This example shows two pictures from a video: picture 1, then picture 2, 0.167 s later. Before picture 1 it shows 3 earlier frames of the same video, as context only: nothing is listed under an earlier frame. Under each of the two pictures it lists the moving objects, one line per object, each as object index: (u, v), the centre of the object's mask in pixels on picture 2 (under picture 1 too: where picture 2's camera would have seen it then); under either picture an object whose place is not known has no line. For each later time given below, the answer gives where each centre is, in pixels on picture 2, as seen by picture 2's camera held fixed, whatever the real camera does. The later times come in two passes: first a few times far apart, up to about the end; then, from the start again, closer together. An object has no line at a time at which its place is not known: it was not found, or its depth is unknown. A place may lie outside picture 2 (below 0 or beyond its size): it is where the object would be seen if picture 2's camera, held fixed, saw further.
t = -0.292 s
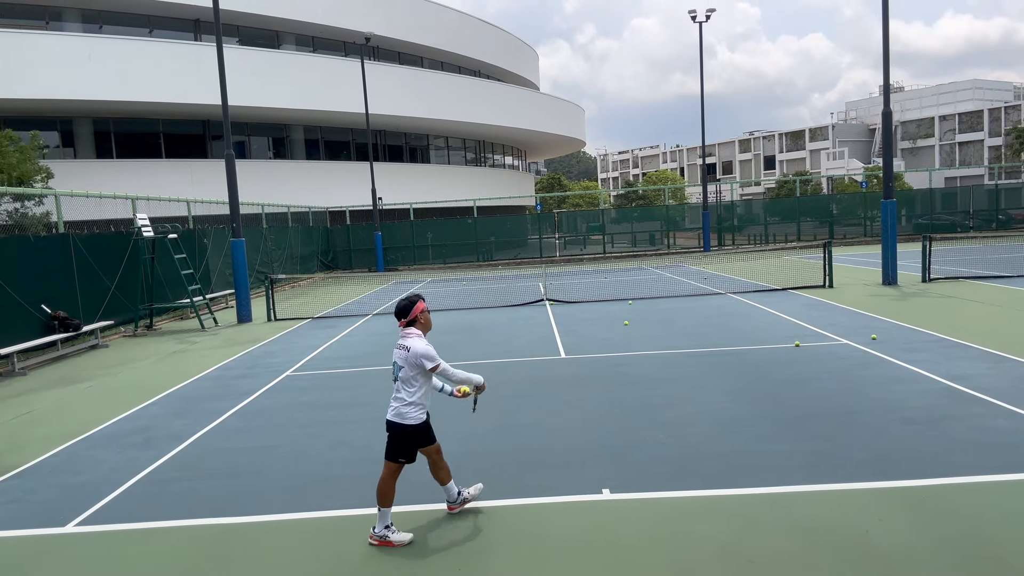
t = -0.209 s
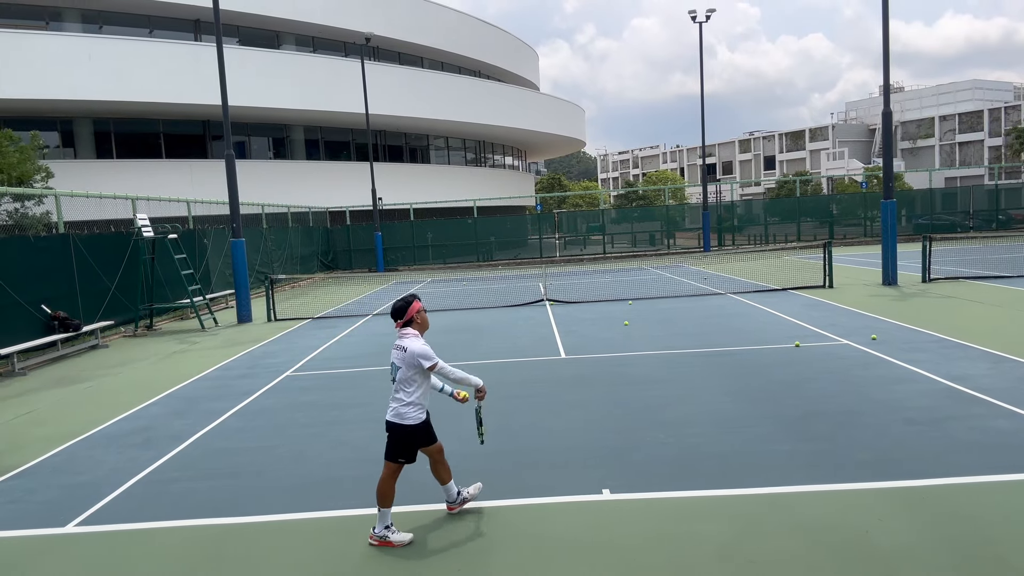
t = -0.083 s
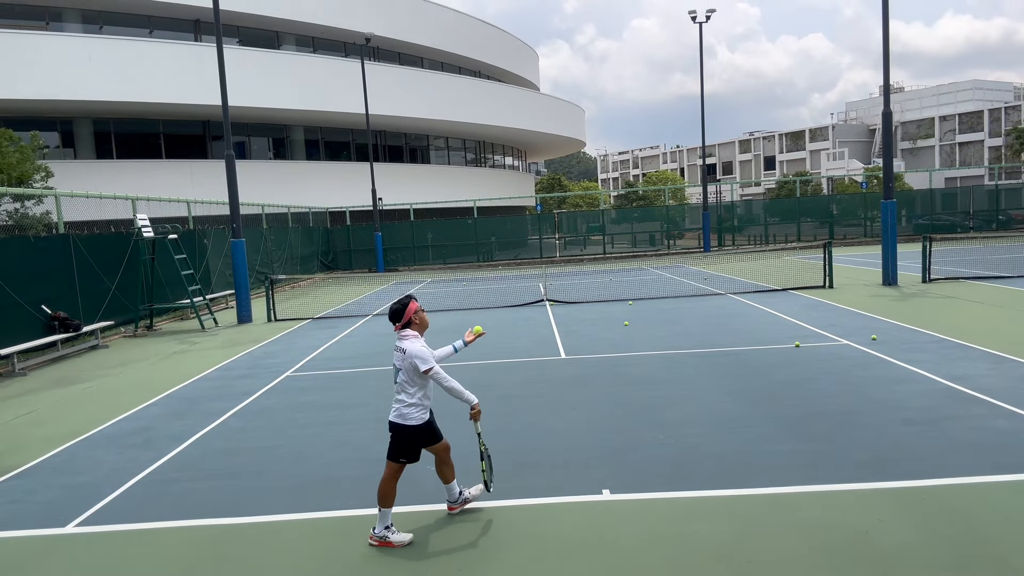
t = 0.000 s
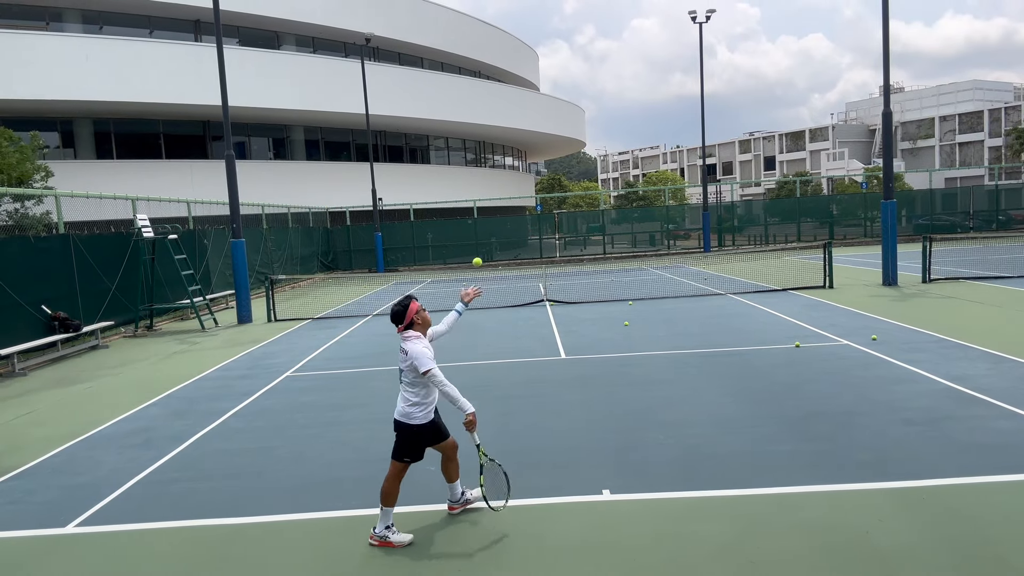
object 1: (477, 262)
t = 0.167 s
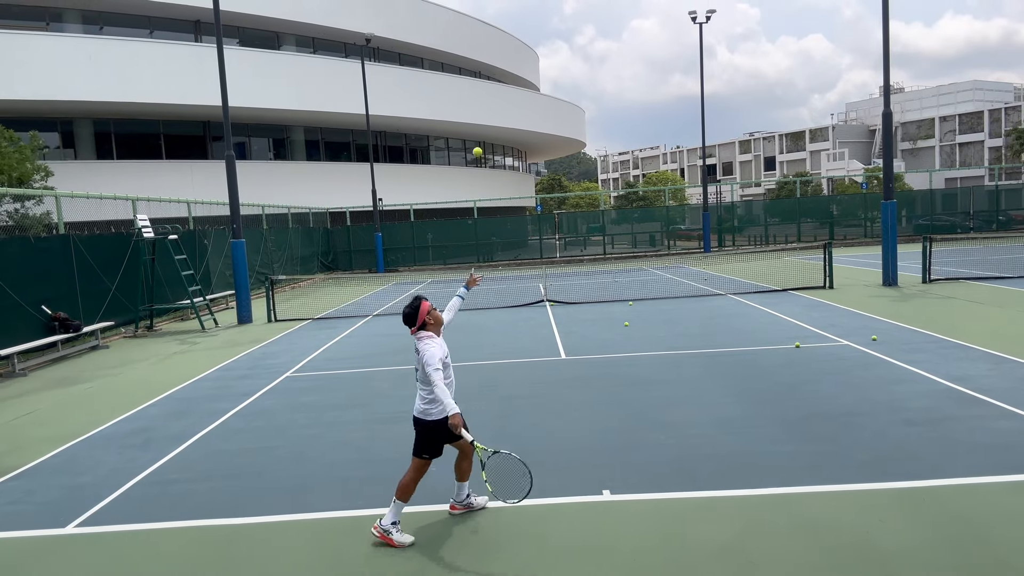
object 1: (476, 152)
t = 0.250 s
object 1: (478, 110)
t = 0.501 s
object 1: (485, 40)
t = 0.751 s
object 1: (497, 56)
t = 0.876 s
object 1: (504, 96)
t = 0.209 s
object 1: (477, 130)
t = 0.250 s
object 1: (478, 110)
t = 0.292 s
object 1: (478, 92)
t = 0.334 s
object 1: (480, 77)
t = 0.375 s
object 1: (481, 64)
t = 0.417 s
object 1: (482, 54)
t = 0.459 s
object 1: (483, 46)
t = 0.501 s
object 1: (485, 40)
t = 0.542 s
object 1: (486, 37)
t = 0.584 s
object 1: (488, 36)
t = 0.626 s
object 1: (490, 37)
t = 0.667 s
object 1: (492, 41)
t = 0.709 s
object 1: (494, 48)
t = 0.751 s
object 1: (497, 56)
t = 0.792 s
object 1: (499, 67)
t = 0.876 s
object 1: (504, 96)
